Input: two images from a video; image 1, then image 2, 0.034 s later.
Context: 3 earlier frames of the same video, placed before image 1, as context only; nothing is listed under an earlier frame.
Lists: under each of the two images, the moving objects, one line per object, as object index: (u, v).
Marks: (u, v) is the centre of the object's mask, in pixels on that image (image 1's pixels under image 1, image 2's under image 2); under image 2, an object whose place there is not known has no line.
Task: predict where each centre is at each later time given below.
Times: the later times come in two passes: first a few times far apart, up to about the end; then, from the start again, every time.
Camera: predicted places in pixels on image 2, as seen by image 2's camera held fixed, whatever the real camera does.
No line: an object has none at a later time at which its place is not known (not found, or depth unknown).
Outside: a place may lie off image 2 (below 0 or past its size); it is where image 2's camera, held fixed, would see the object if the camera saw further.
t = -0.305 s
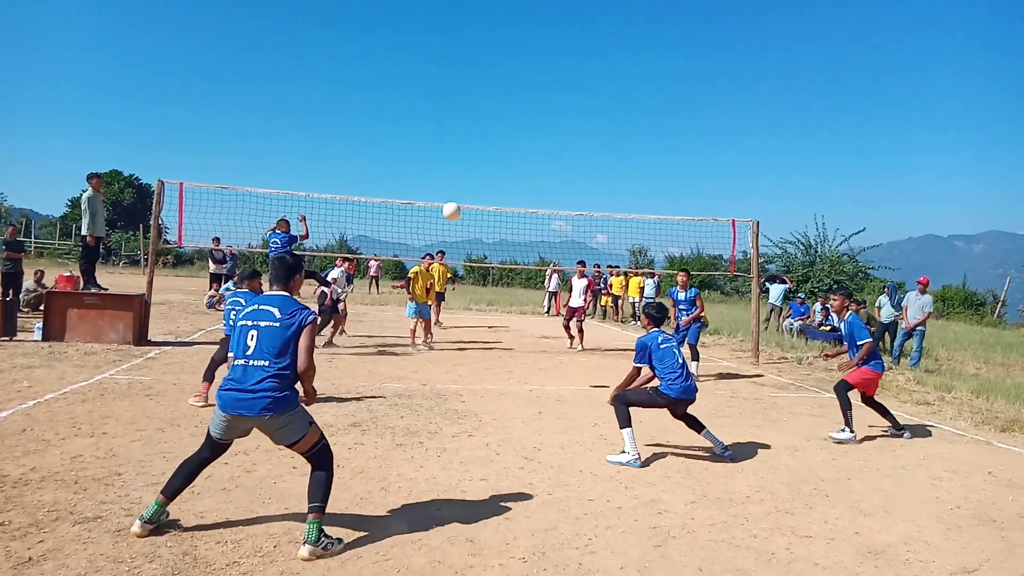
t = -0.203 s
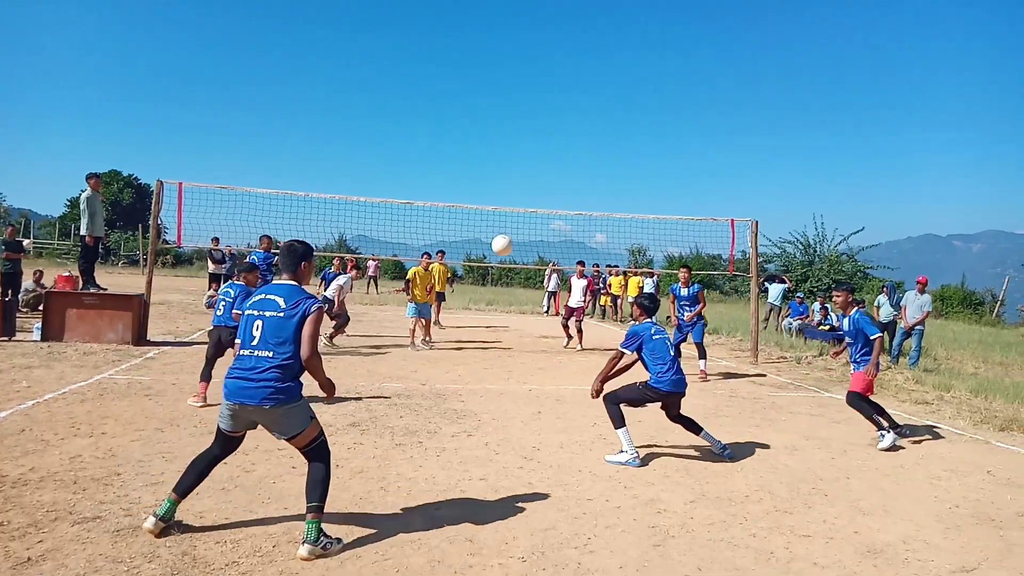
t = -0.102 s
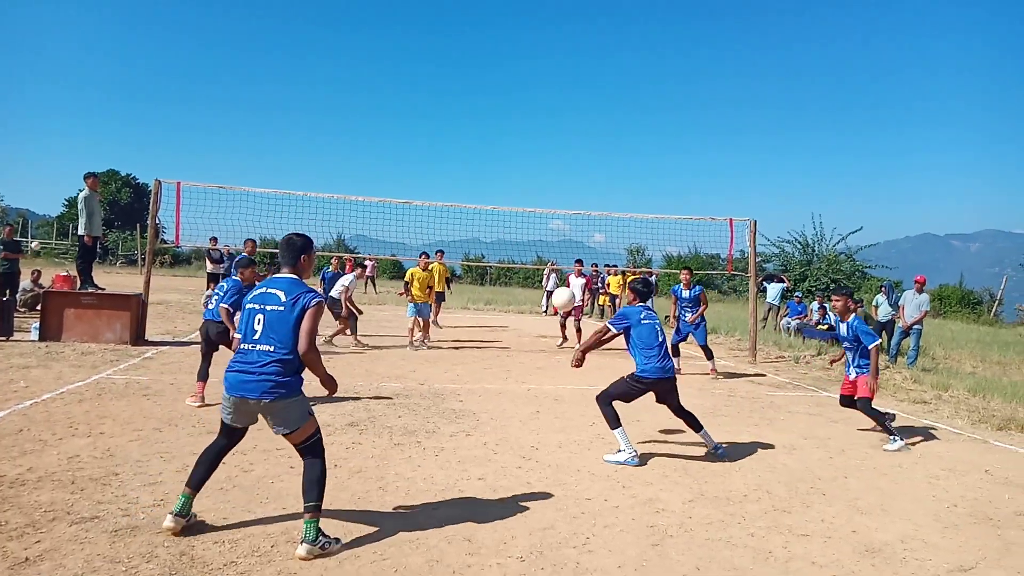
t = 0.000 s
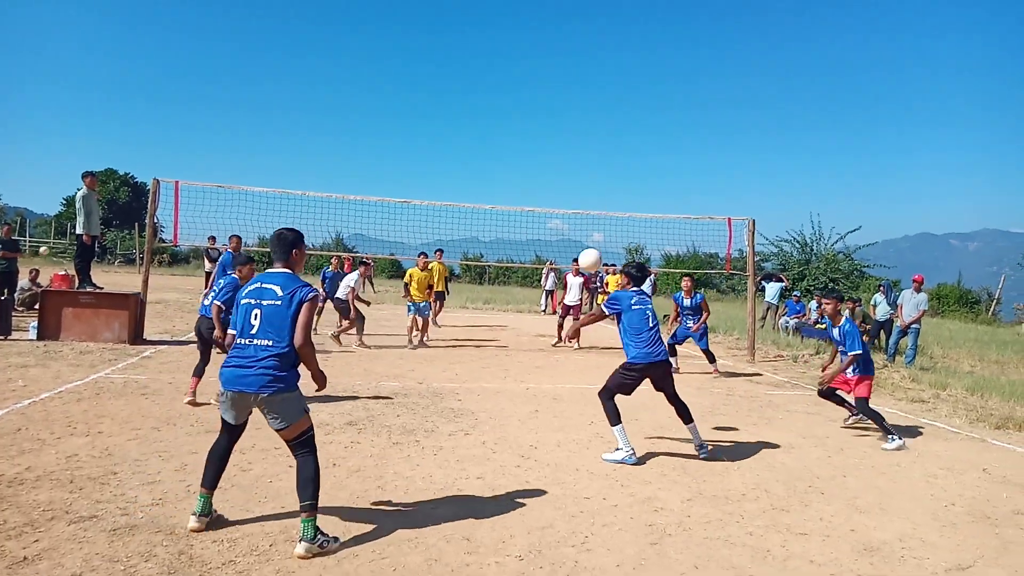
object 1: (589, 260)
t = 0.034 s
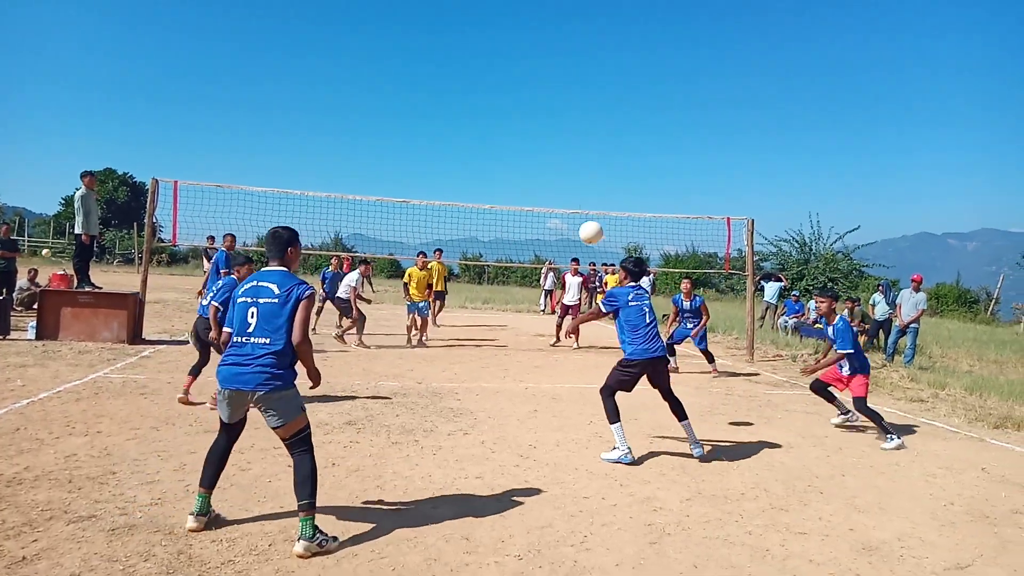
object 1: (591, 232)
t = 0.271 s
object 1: (603, 91)
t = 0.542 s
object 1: (615, 20)
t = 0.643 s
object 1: (619, 13)
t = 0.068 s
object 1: (592, 206)
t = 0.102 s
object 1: (594, 183)
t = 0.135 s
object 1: (596, 161)
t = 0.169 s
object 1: (598, 141)
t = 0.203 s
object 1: (599, 123)
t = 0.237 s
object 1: (601, 106)
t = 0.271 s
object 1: (603, 91)
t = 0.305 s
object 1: (604, 77)
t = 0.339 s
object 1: (606, 65)
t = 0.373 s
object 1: (608, 54)
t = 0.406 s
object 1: (609, 45)
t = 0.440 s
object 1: (611, 37)
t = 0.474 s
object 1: (612, 30)
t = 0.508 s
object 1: (613, 25)
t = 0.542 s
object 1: (615, 20)
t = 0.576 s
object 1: (617, 17)
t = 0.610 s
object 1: (618, 14)
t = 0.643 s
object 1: (619, 13)
